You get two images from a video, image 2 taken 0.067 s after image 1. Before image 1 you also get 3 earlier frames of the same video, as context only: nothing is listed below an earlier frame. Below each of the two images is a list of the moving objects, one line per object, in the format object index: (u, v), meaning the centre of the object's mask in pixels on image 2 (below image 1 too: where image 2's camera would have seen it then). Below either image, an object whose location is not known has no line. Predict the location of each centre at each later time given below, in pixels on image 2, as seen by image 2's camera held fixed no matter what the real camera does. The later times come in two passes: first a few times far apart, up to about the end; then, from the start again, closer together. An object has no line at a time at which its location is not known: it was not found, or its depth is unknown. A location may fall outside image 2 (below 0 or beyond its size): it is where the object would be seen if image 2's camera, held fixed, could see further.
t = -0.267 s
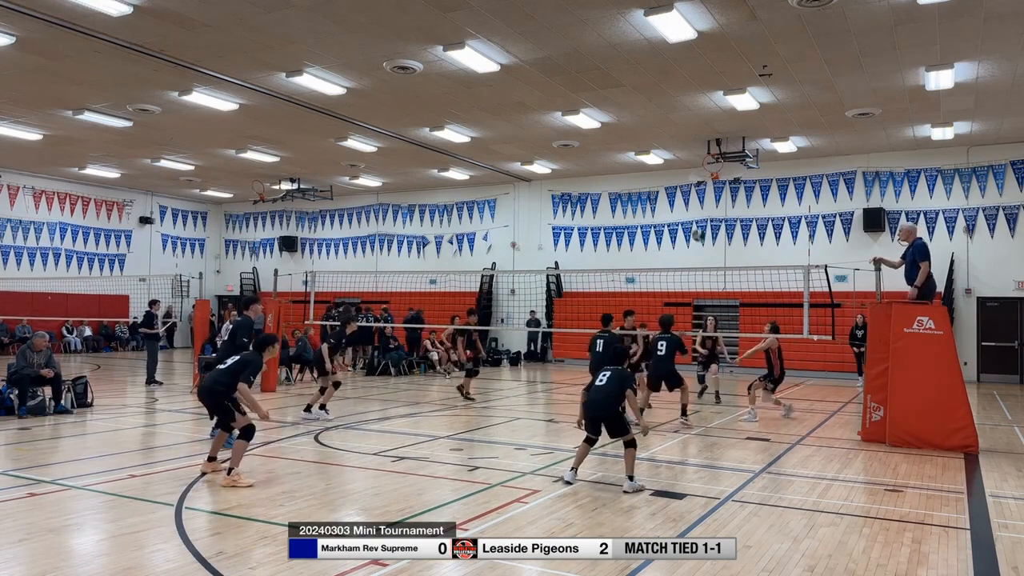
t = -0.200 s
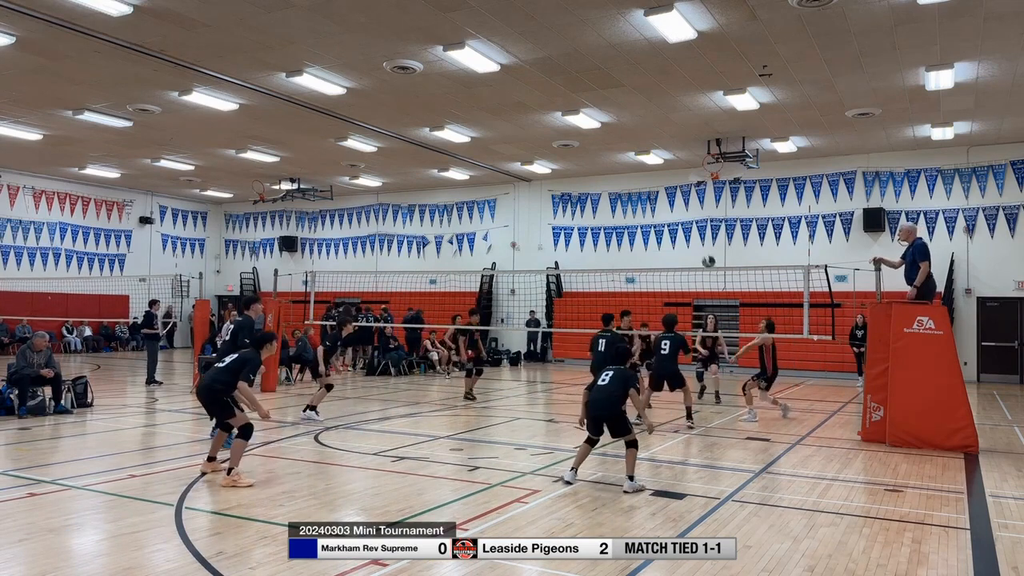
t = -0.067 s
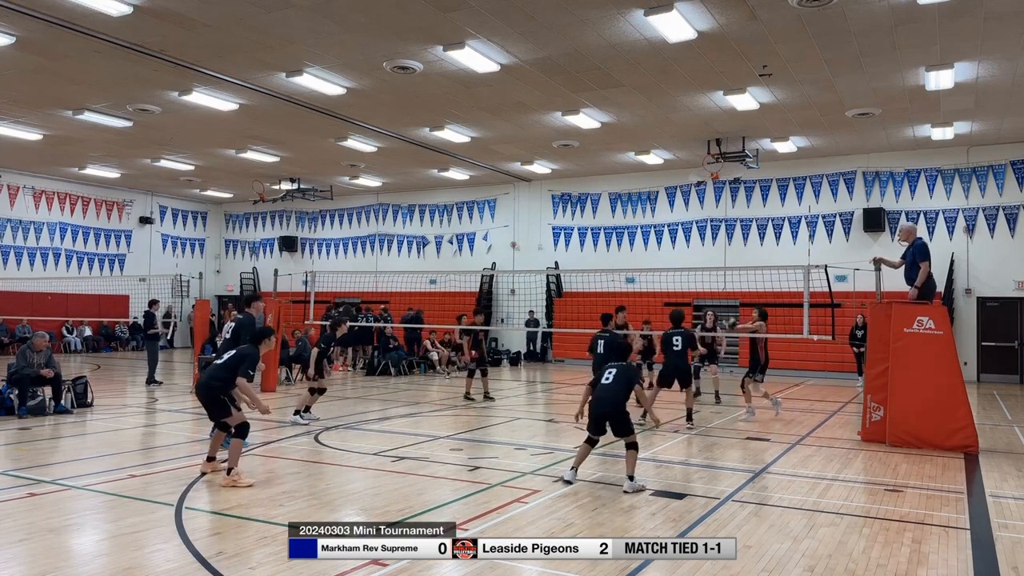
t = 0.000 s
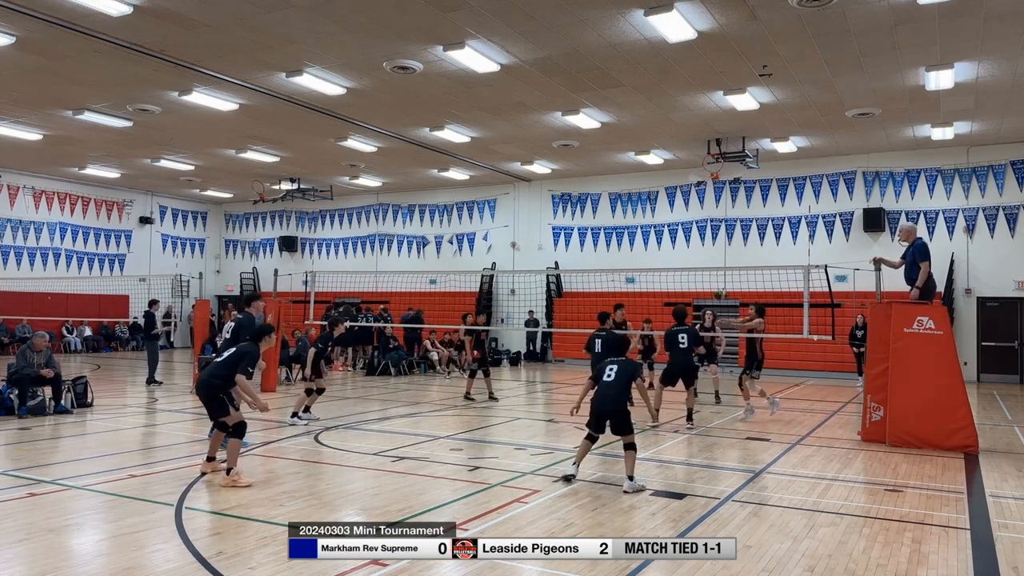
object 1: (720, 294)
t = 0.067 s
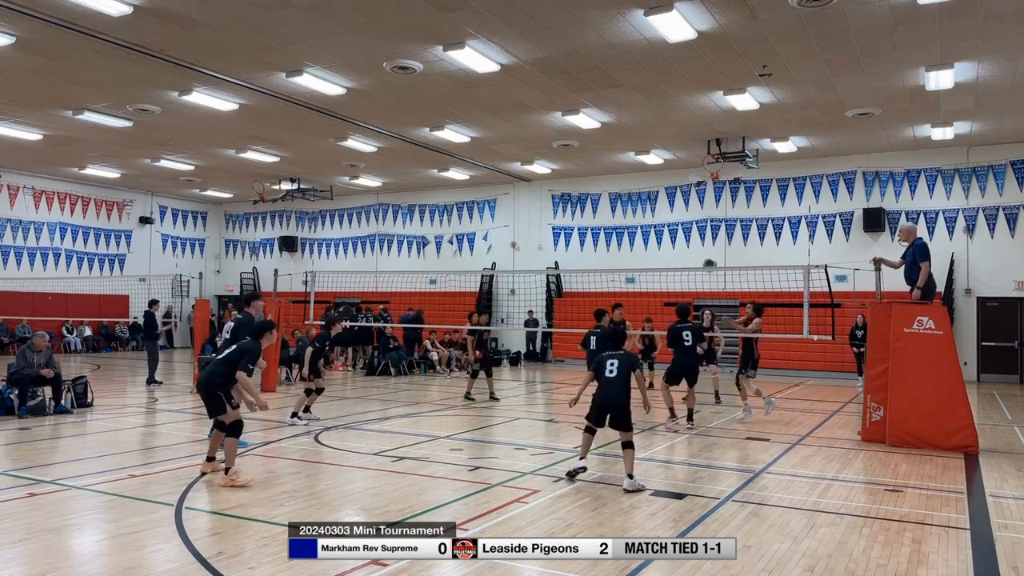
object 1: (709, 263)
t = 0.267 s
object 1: (675, 188)
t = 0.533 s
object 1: (624, 120)
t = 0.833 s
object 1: (556, 99)
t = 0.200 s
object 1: (687, 212)
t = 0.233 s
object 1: (682, 200)
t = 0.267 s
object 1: (675, 188)
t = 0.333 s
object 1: (664, 168)
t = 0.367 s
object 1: (657, 158)
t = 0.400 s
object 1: (650, 149)
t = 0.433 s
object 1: (644, 140)
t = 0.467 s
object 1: (638, 133)
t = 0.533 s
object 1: (624, 120)
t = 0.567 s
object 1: (616, 114)
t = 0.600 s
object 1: (609, 109)
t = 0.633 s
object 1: (602, 105)
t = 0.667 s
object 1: (595, 102)
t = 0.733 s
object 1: (580, 98)
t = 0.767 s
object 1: (572, 98)
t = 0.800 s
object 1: (564, 97)
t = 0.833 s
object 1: (556, 99)
